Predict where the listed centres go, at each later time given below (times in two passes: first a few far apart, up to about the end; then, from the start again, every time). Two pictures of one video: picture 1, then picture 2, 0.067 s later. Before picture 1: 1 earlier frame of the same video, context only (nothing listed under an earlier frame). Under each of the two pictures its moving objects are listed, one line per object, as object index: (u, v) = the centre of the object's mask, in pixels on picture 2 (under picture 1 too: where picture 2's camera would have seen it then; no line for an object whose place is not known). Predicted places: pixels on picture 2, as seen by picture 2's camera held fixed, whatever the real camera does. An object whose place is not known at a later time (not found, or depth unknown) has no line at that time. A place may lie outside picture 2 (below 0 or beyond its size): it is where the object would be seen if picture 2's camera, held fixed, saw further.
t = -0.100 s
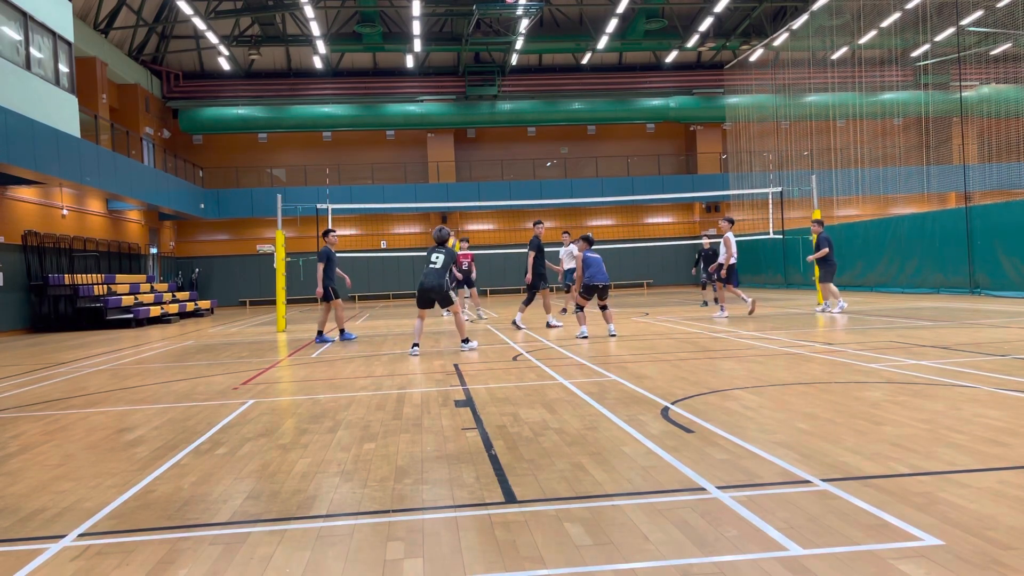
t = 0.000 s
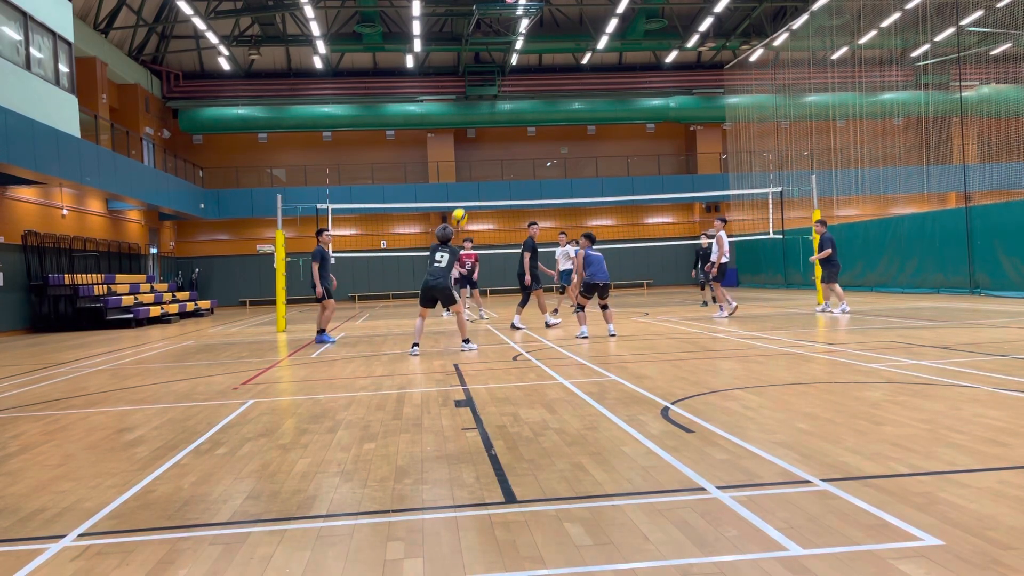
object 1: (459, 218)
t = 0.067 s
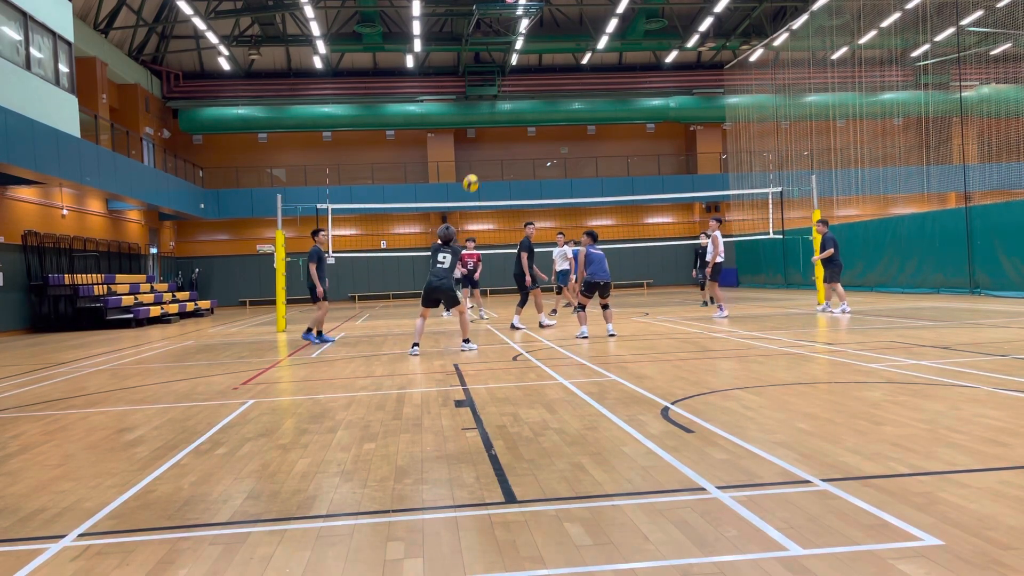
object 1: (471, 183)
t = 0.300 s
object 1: (509, 98)
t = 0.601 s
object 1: (553, 57)
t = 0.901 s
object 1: (590, 71)
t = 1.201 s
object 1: (622, 128)
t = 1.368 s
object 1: (637, 175)
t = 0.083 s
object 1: (474, 175)
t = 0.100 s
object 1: (476, 168)
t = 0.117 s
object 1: (479, 160)
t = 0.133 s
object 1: (482, 153)
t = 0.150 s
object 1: (485, 147)
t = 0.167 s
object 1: (488, 140)
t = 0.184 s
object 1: (490, 134)
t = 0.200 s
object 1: (493, 128)
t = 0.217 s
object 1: (496, 122)
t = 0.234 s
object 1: (498, 117)
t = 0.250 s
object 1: (501, 112)
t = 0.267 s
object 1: (504, 107)
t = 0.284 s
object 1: (506, 102)
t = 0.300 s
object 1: (509, 98)
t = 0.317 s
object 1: (512, 94)
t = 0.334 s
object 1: (514, 91)
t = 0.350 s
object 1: (517, 87)
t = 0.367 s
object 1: (519, 84)
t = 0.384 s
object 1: (522, 80)
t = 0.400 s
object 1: (525, 77)
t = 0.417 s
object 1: (527, 74)
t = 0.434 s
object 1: (530, 72)
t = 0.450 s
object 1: (532, 69)
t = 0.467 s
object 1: (534, 67)
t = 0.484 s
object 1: (537, 65)
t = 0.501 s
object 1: (539, 64)
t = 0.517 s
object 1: (542, 62)
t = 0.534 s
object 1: (544, 61)
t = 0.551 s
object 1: (546, 59)
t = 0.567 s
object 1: (548, 58)
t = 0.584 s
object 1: (550, 57)
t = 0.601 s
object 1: (553, 57)
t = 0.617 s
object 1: (555, 56)
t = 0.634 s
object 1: (557, 56)
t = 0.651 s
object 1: (559, 56)
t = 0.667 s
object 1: (561, 56)
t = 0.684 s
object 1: (564, 56)
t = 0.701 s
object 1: (565, 56)
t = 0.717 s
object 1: (568, 56)
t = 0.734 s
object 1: (570, 57)
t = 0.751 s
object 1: (572, 58)
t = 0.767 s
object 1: (574, 59)
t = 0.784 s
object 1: (576, 60)
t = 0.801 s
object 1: (578, 61)
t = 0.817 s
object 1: (580, 62)
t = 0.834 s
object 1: (582, 64)
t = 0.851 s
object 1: (584, 66)
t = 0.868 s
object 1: (586, 67)
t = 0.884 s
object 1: (588, 69)
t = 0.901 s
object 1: (590, 71)
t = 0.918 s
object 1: (592, 73)
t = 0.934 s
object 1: (593, 75)
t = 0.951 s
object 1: (595, 78)
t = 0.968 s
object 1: (597, 80)
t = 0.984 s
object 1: (599, 83)
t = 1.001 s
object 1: (601, 86)
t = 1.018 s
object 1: (603, 89)
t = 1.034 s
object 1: (604, 92)
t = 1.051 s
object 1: (606, 95)
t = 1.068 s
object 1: (608, 98)
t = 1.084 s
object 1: (610, 101)
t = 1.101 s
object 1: (612, 105)
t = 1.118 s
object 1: (613, 109)
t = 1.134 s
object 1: (615, 112)
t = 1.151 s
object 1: (617, 116)
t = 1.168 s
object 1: (618, 120)
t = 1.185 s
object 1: (620, 124)
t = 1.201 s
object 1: (622, 128)
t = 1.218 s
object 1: (623, 132)
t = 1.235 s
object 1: (625, 137)
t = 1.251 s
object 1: (626, 141)
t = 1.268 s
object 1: (628, 146)
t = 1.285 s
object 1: (629, 150)
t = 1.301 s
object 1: (631, 155)
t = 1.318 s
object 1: (633, 160)
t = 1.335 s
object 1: (634, 164)
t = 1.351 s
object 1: (635, 170)
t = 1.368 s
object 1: (637, 175)
